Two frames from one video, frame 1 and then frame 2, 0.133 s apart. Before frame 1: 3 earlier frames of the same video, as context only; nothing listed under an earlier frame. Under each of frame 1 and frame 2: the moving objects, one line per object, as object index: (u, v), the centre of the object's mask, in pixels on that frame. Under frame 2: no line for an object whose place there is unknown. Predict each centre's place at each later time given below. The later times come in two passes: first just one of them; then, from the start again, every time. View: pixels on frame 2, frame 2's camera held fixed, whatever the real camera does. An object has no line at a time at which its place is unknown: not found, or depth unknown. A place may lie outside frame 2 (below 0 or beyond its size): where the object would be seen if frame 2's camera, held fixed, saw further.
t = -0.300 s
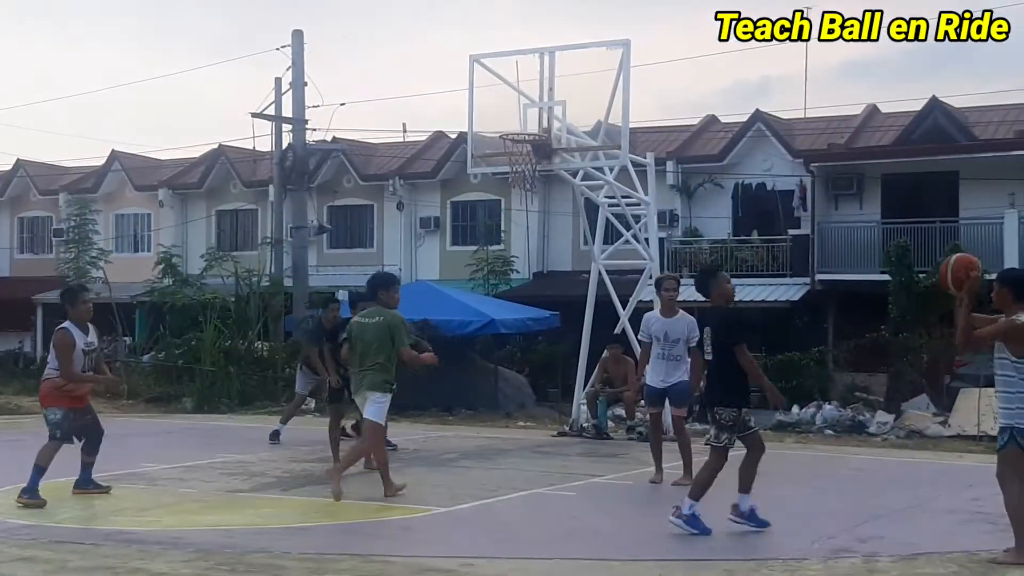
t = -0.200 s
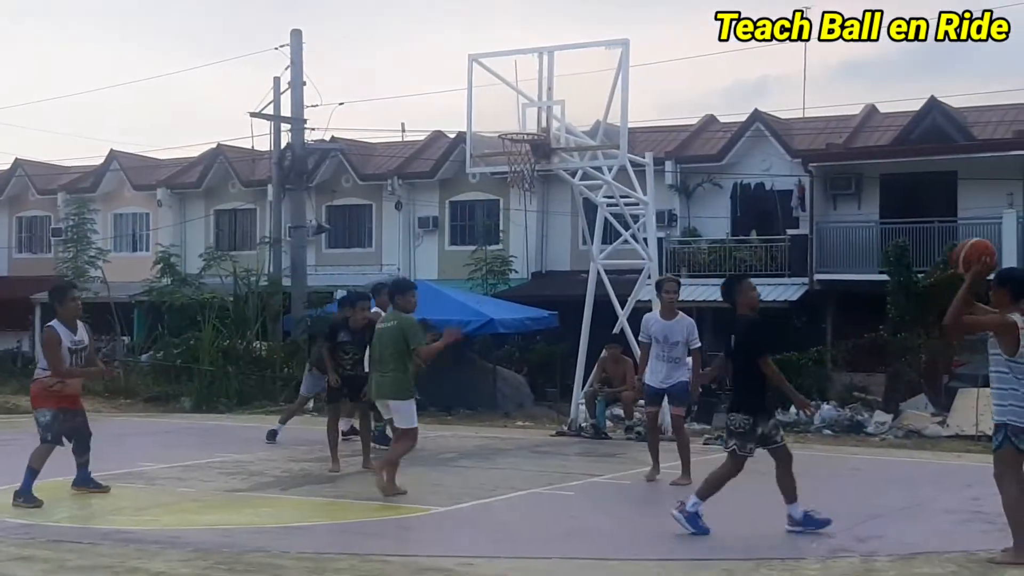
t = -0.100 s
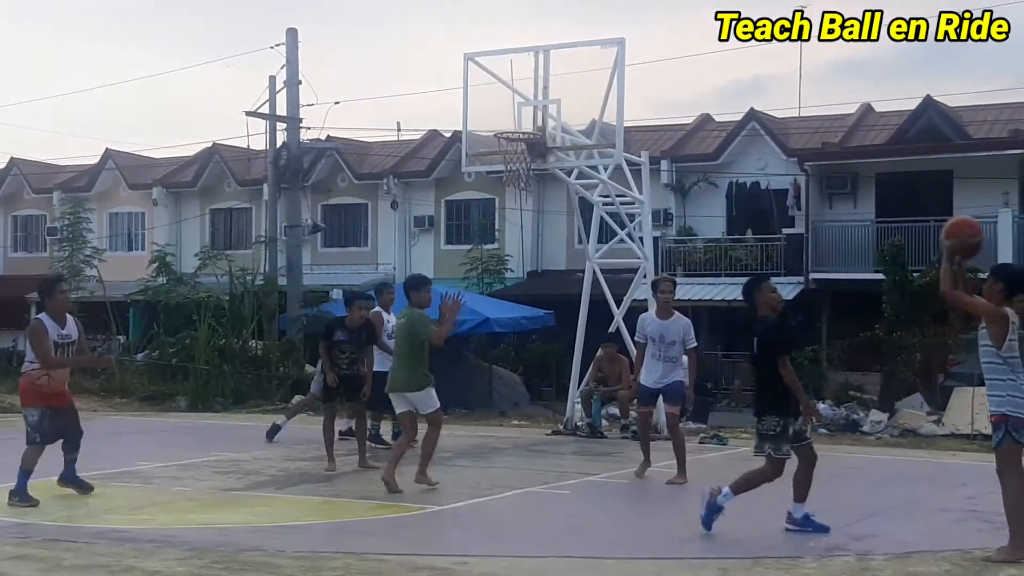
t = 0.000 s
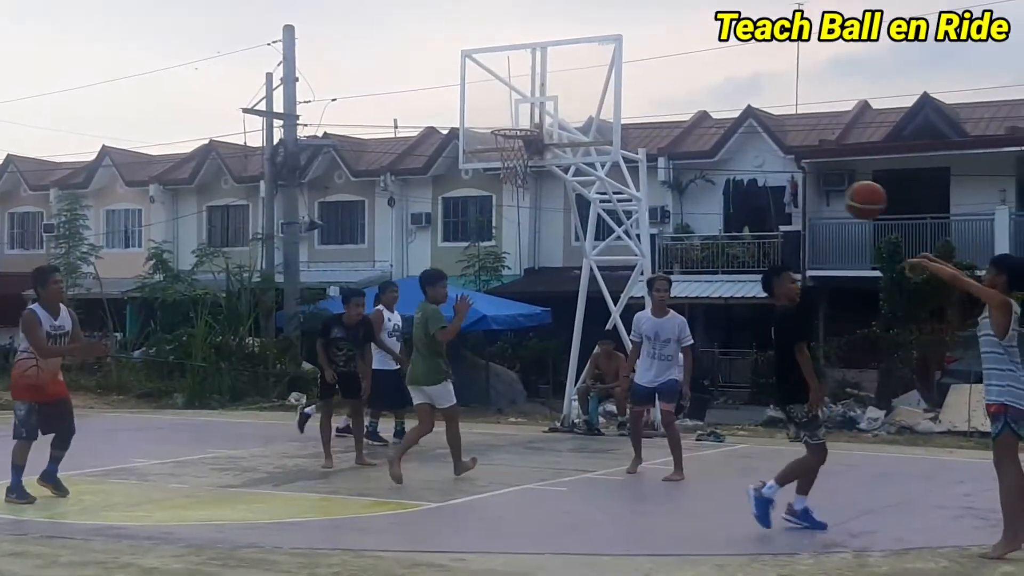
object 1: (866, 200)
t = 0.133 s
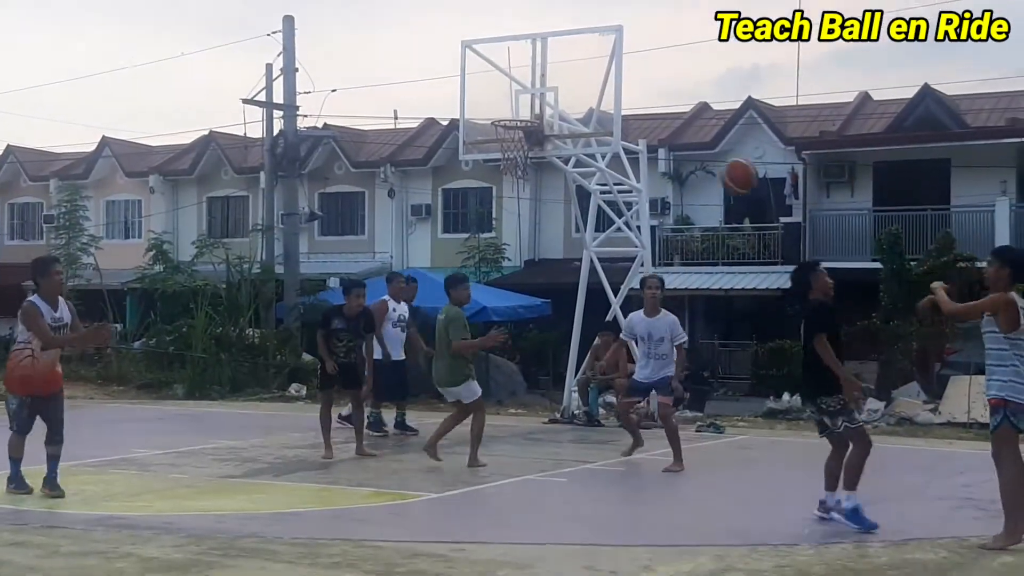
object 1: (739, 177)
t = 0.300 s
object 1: (605, 195)
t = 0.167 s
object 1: (709, 176)
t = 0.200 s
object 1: (682, 178)
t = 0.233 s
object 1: (656, 183)
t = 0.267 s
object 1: (630, 188)
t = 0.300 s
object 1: (605, 195)
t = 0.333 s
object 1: (580, 203)
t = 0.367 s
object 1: (557, 211)
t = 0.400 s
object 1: (534, 222)
